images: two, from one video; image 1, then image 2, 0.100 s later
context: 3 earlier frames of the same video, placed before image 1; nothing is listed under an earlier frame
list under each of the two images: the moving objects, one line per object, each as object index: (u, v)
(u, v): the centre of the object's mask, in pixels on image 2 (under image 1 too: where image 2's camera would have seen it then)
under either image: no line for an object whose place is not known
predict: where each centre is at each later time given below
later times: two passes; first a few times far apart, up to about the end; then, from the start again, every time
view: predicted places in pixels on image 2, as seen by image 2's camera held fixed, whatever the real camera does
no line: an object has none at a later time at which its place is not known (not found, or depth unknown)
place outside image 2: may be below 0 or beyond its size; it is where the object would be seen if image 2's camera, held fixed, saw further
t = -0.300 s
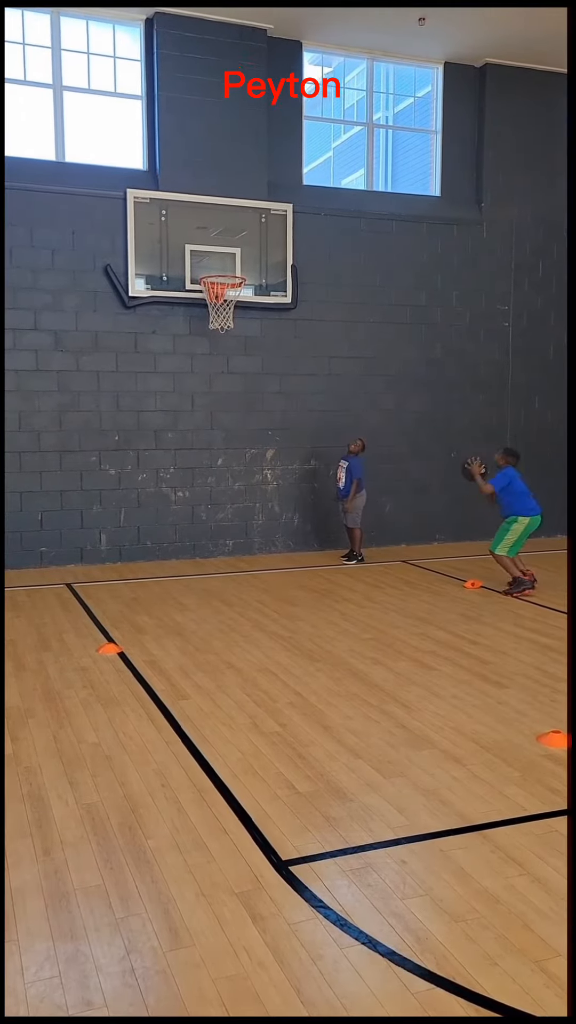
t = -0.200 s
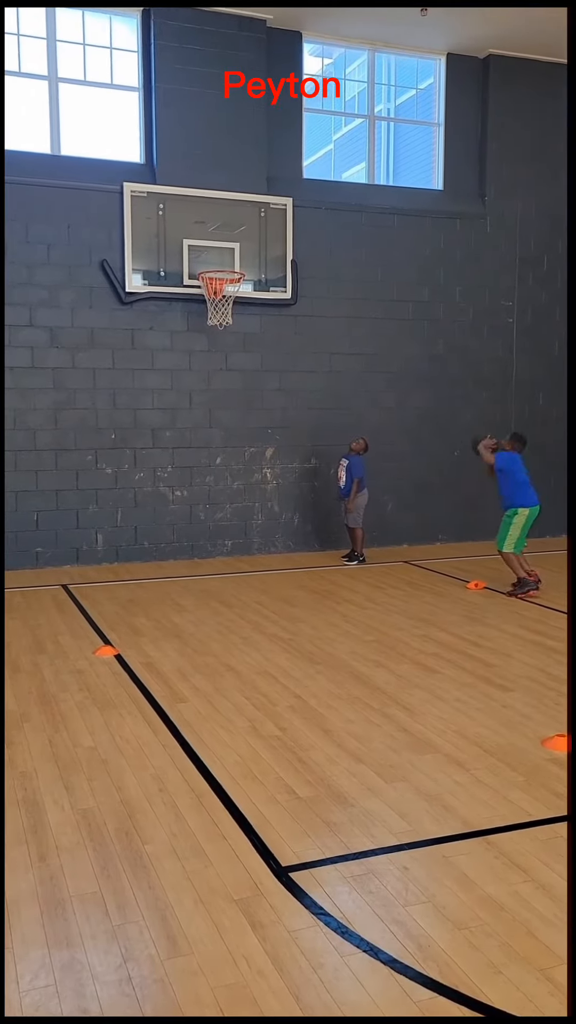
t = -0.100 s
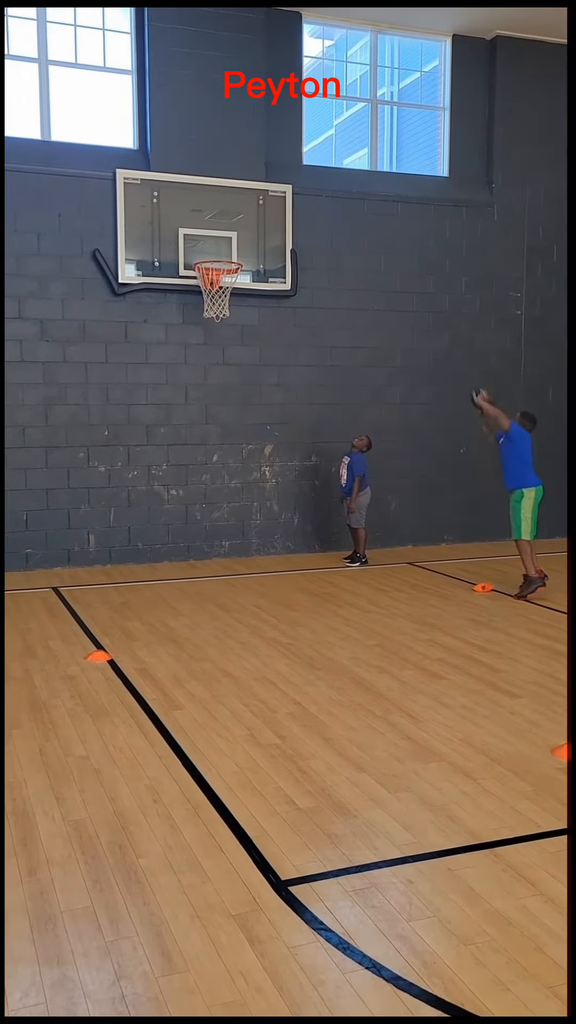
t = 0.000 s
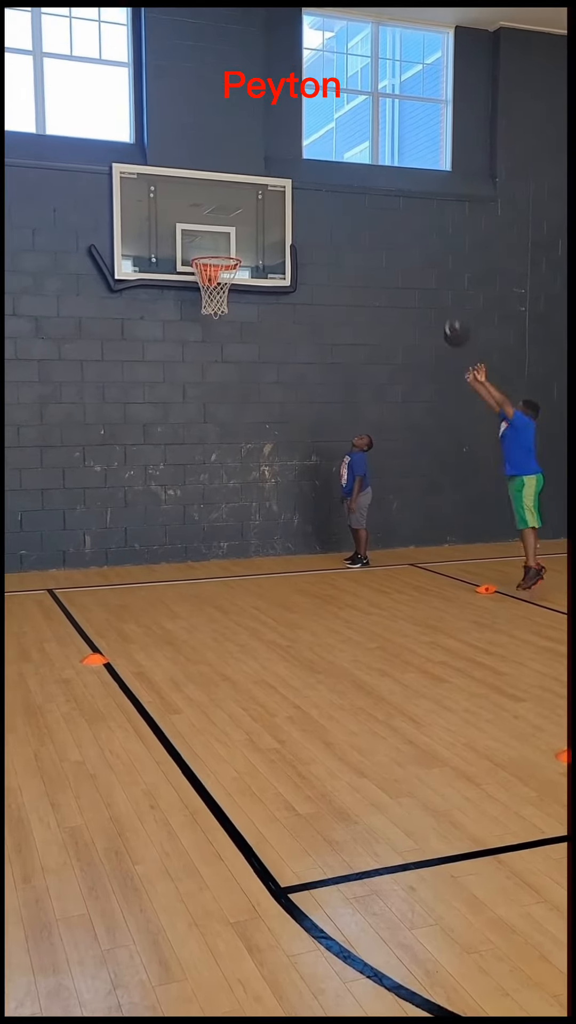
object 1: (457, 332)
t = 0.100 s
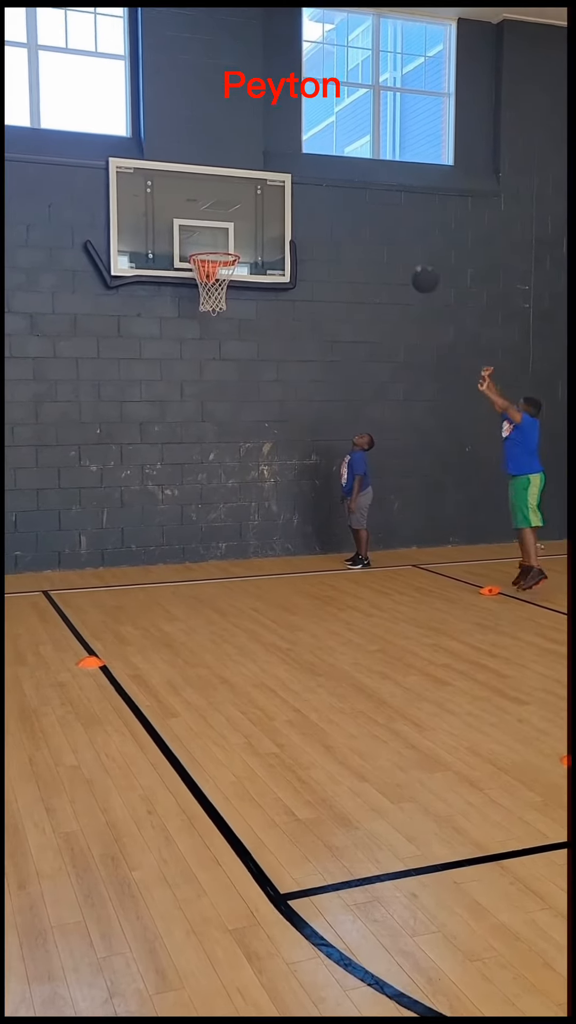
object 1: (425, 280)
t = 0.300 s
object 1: (361, 215)
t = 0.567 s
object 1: (281, 202)
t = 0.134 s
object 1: (413, 266)
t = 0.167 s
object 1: (404, 252)
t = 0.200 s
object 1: (393, 241)
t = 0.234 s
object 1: (382, 231)
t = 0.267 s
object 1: (371, 223)
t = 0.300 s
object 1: (361, 215)
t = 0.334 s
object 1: (350, 209)
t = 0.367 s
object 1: (340, 204)
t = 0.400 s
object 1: (330, 200)
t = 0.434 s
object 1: (320, 198)
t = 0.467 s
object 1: (310, 197)
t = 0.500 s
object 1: (301, 198)
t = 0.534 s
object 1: (291, 199)
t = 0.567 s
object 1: (281, 202)
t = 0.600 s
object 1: (271, 206)
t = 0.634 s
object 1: (262, 211)
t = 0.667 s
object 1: (253, 218)
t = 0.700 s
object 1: (244, 225)
